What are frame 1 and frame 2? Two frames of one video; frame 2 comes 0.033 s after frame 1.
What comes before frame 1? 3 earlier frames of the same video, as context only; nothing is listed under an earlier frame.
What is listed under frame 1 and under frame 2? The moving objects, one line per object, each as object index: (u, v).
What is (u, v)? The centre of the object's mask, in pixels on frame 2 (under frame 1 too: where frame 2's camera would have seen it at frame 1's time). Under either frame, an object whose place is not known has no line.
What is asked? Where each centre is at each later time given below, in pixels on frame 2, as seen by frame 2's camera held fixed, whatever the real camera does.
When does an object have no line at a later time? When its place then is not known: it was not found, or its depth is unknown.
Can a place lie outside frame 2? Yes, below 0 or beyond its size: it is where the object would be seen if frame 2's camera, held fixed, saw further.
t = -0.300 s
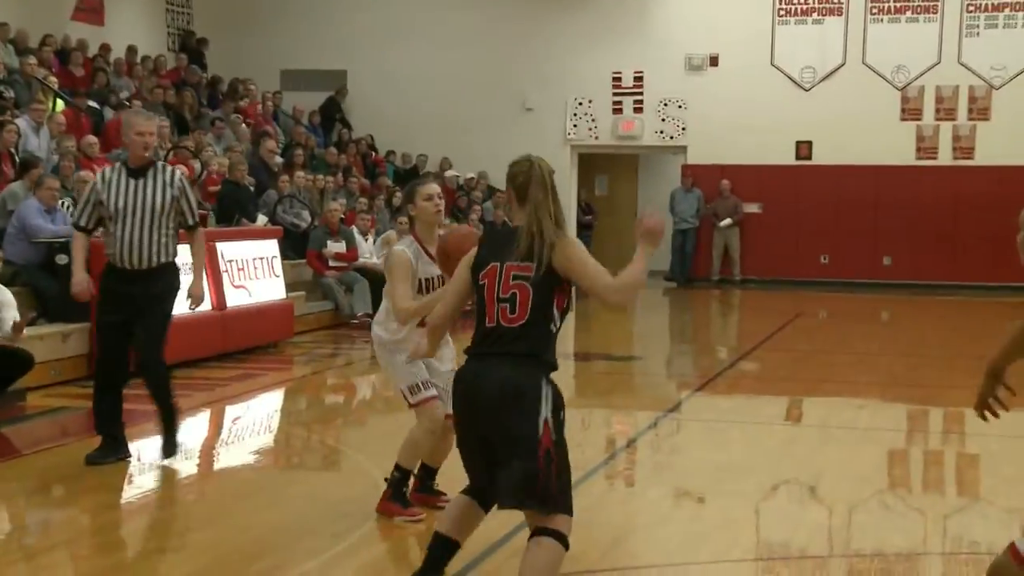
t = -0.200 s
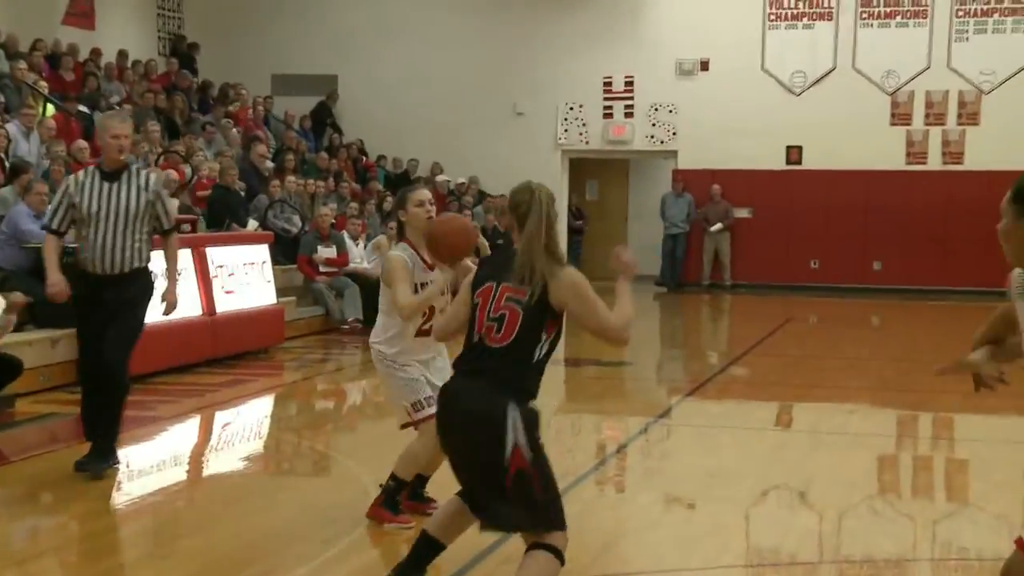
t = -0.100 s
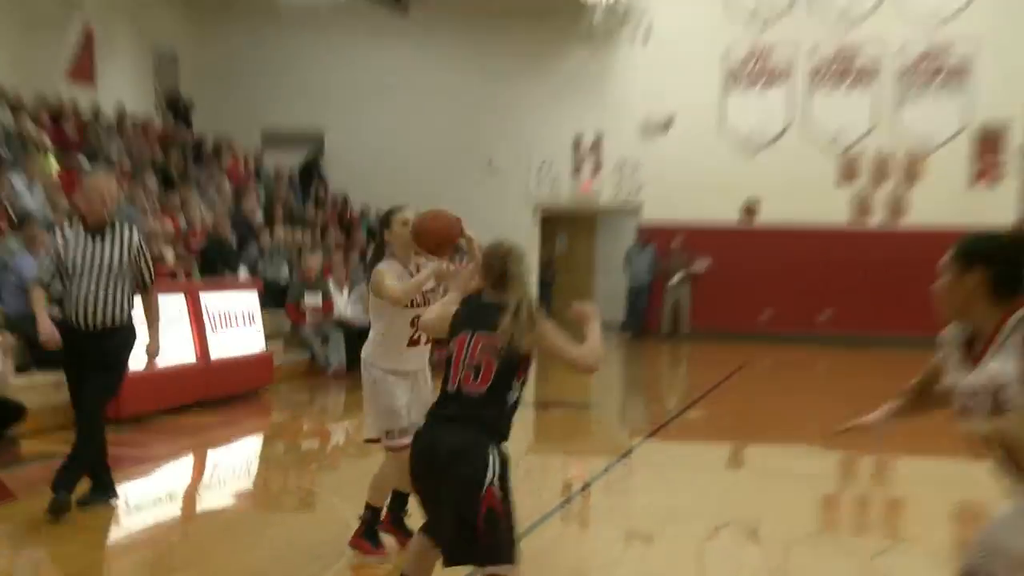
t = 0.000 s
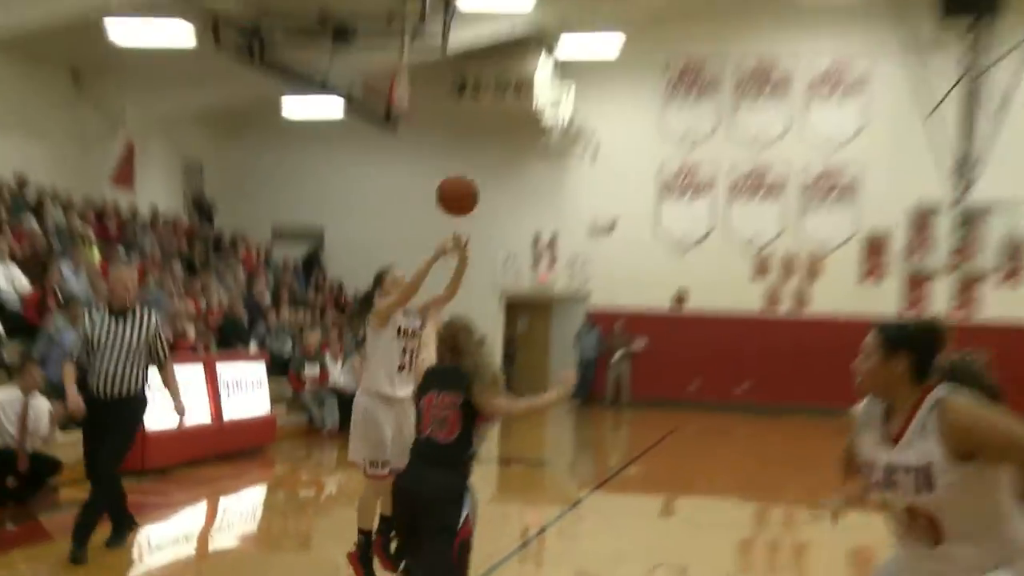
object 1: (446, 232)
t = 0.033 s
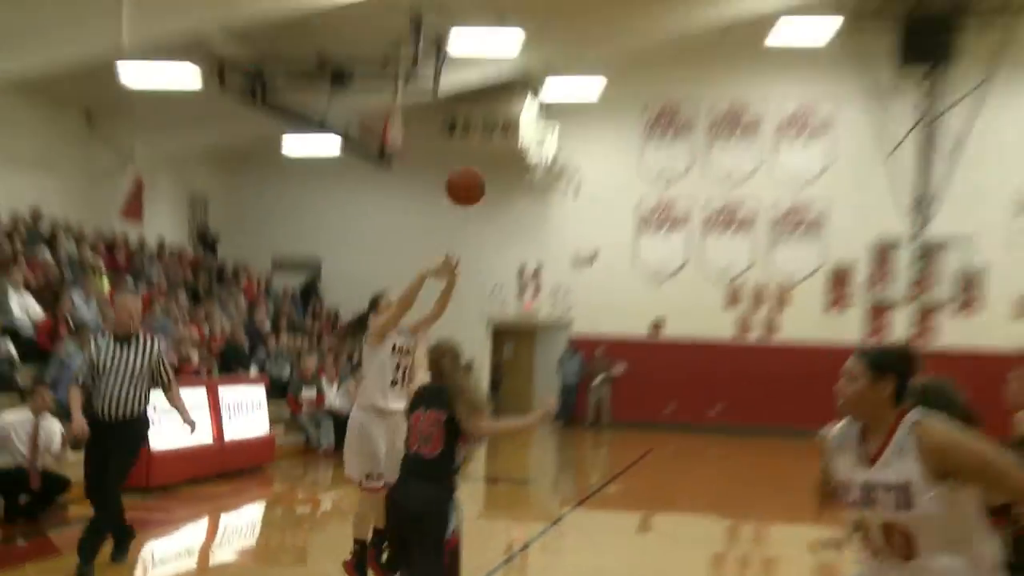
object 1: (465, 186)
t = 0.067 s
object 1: (486, 143)
